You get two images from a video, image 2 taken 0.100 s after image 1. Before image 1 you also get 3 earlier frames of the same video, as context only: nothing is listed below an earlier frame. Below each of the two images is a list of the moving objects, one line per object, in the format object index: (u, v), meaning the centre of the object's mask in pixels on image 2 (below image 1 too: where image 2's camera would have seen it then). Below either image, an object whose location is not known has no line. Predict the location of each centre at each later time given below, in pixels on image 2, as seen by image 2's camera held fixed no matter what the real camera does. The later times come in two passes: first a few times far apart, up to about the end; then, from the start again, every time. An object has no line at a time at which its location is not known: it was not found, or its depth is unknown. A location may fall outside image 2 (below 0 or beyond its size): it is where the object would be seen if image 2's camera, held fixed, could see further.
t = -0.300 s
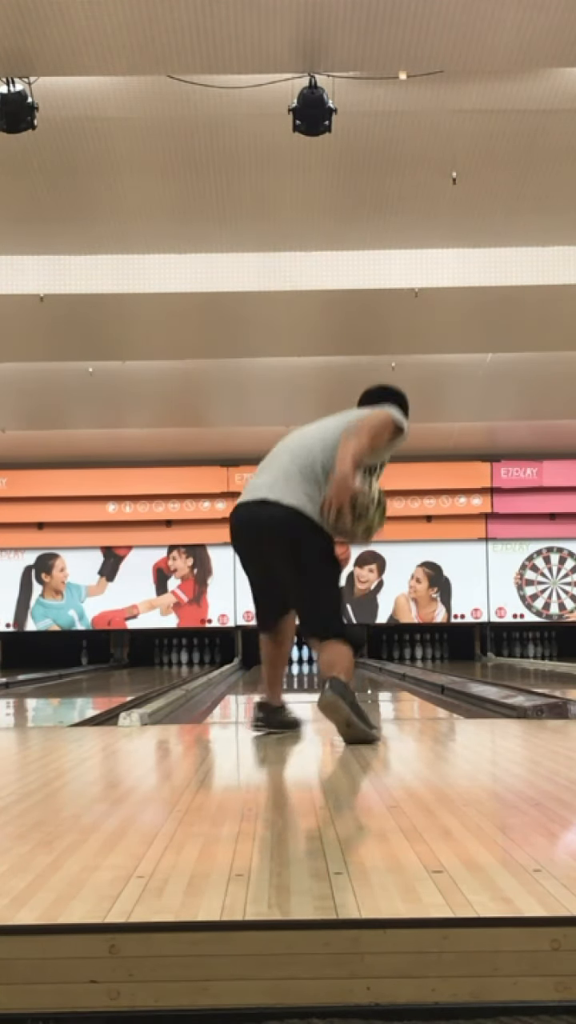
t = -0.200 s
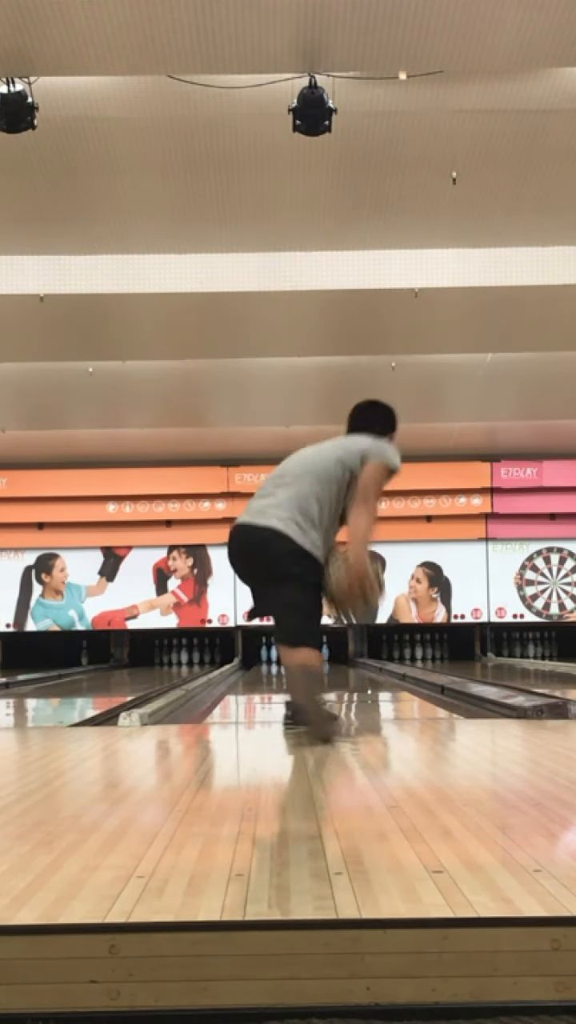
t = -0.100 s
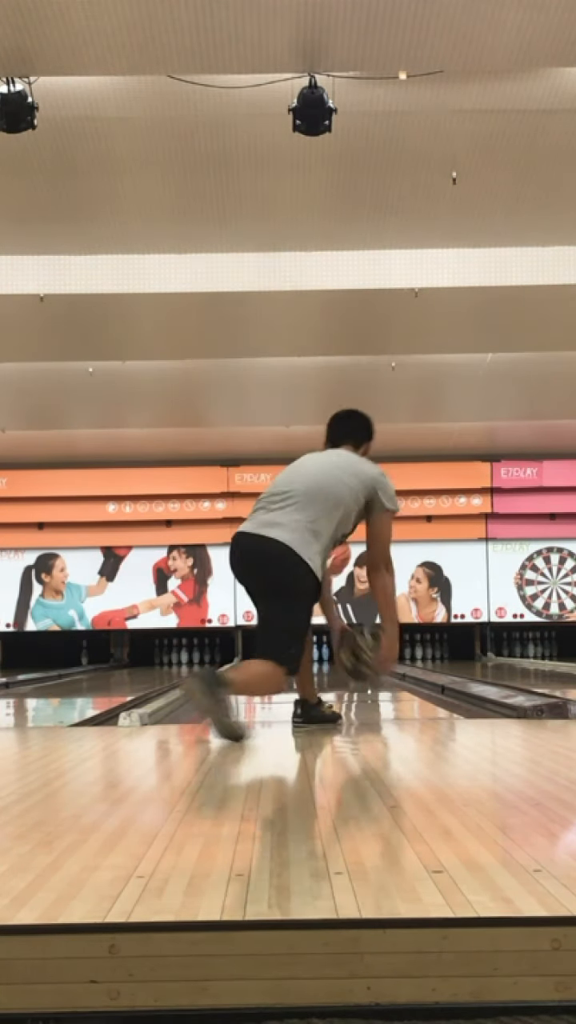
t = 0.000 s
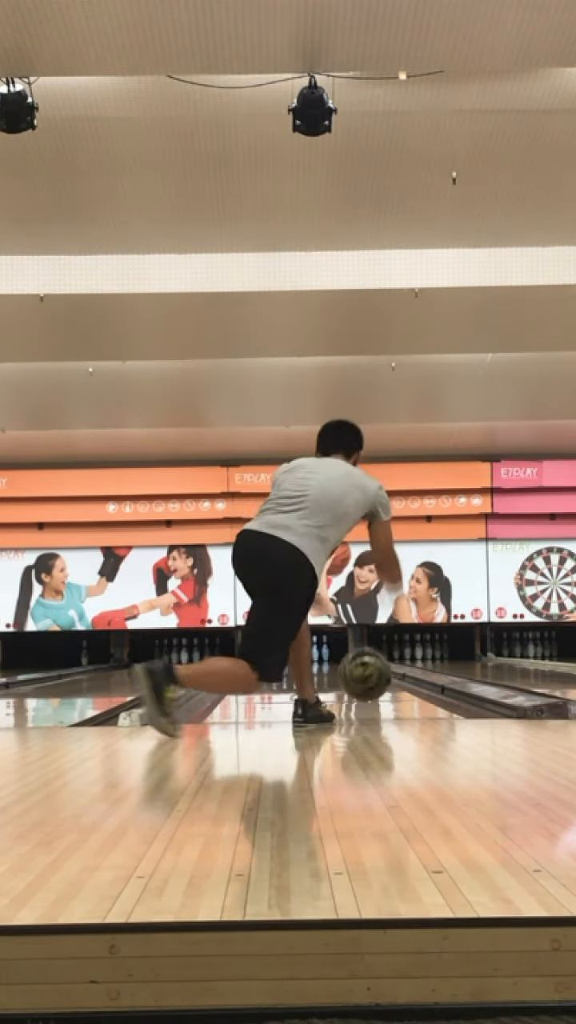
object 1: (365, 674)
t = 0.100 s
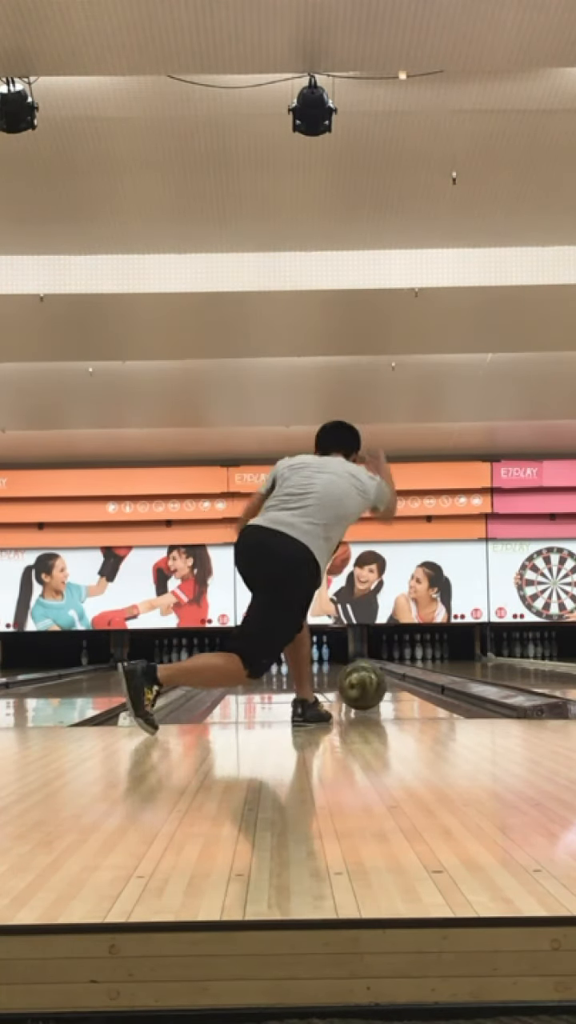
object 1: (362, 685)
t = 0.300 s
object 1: (354, 681)
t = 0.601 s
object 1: (346, 671)
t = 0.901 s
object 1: (338, 667)
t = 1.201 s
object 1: (332, 664)
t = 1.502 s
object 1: (326, 661)
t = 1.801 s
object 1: (319, 659)
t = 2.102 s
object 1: (313, 657)
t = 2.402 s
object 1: (309, 656)
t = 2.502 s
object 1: (307, 656)
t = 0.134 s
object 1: (361, 684)
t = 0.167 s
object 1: (360, 685)
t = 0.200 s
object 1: (359, 684)
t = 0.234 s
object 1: (358, 682)
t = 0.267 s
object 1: (356, 681)
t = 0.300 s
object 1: (354, 681)
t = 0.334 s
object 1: (354, 679)
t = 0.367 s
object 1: (353, 678)
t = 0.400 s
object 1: (353, 677)
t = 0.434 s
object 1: (351, 676)
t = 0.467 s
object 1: (350, 675)
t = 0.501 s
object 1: (349, 674)
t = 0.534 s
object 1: (348, 674)
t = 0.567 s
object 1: (347, 673)
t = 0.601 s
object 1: (346, 671)
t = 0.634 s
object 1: (345, 671)
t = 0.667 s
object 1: (345, 670)
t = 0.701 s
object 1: (344, 670)
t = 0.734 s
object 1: (342, 670)
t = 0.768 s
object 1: (342, 669)
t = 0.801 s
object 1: (340, 668)
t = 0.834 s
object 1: (341, 668)
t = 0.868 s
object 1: (340, 668)
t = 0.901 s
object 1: (338, 667)
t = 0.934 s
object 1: (338, 667)
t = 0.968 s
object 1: (337, 667)
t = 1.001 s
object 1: (336, 667)
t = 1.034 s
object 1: (336, 667)
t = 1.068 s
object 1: (336, 667)
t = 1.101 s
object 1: (335, 666)
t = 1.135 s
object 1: (333, 665)
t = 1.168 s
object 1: (333, 665)
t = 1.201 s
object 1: (332, 664)
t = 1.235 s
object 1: (330, 664)
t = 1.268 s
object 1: (330, 664)
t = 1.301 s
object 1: (330, 663)
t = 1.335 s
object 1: (329, 662)
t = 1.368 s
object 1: (328, 662)
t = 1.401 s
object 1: (327, 662)
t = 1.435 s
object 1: (326, 661)
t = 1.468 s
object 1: (326, 661)
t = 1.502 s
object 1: (326, 661)
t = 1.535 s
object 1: (325, 660)
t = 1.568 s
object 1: (324, 661)
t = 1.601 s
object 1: (323, 660)
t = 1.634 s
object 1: (322, 660)
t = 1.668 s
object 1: (322, 660)
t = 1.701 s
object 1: (322, 660)
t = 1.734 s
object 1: (321, 660)
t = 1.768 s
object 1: (320, 659)
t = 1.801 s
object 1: (319, 659)
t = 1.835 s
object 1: (319, 658)
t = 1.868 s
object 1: (317, 658)
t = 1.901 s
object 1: (317, 658)
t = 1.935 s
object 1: (316, 658)
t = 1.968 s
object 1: (315, 658)
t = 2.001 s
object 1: (315, 658)
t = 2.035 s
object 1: (314, 658)
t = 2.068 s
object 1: (314, 657)
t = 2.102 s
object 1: (313, 657)
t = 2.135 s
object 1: (312, 657)
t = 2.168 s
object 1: (312, 657)
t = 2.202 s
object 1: (311, 657)
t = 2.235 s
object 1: (311, 657)
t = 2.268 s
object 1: (310, 656)
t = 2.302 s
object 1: (310, 656)
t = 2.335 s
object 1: (310, 656)
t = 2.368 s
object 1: (309, 656)
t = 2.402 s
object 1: (309, 656)
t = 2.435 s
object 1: (309, 656)
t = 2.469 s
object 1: (308, 656)
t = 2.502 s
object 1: (307, 656)
